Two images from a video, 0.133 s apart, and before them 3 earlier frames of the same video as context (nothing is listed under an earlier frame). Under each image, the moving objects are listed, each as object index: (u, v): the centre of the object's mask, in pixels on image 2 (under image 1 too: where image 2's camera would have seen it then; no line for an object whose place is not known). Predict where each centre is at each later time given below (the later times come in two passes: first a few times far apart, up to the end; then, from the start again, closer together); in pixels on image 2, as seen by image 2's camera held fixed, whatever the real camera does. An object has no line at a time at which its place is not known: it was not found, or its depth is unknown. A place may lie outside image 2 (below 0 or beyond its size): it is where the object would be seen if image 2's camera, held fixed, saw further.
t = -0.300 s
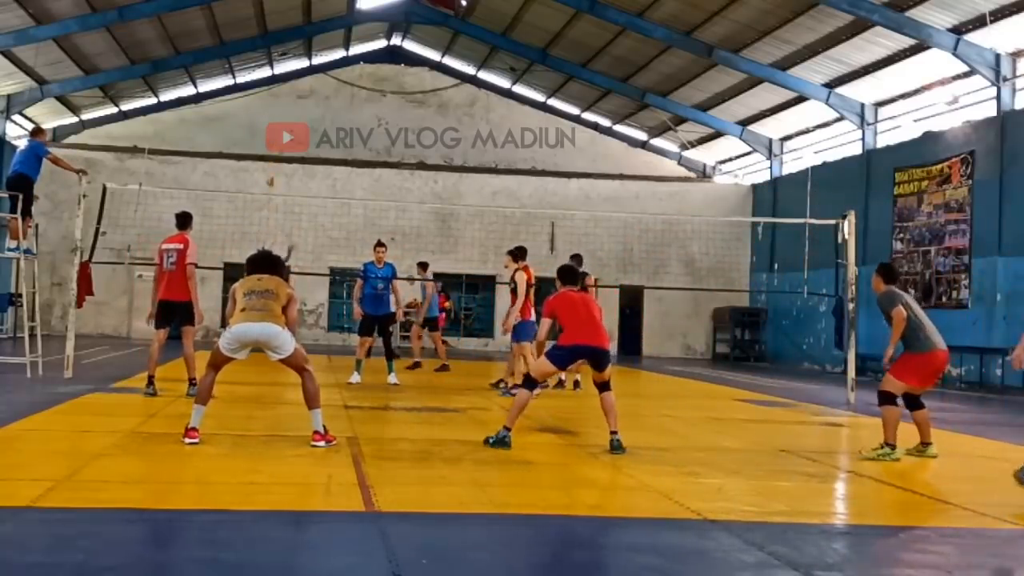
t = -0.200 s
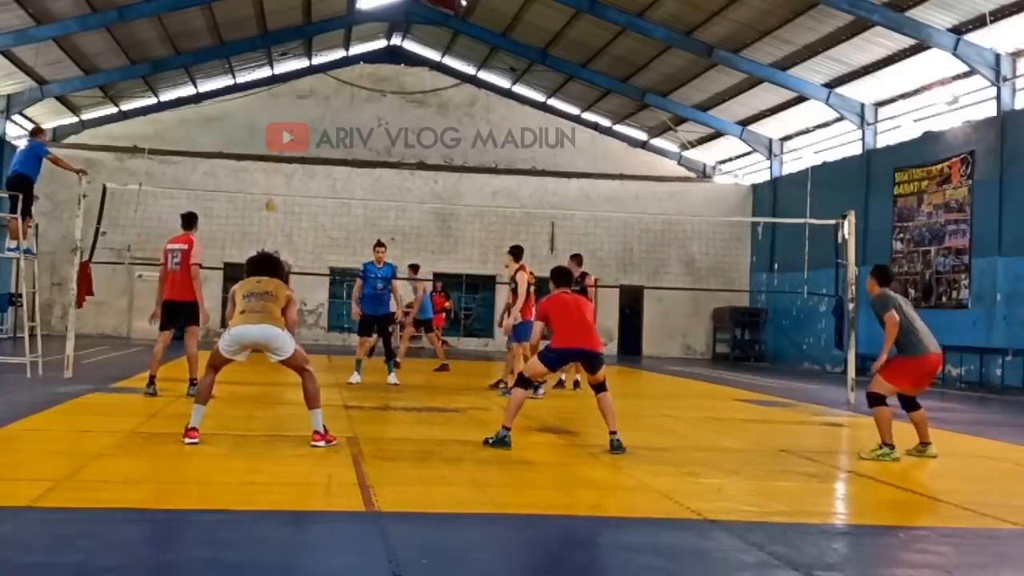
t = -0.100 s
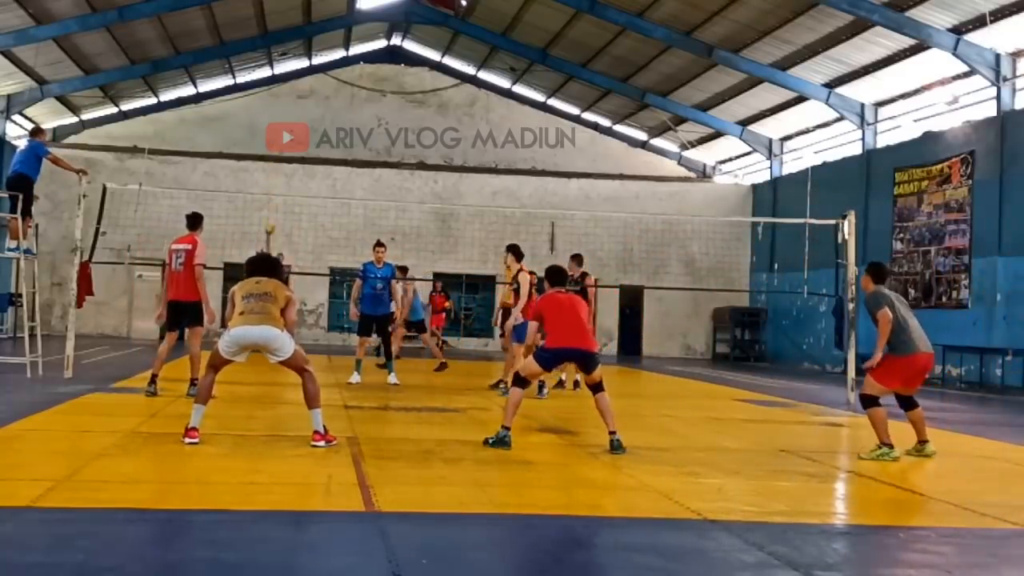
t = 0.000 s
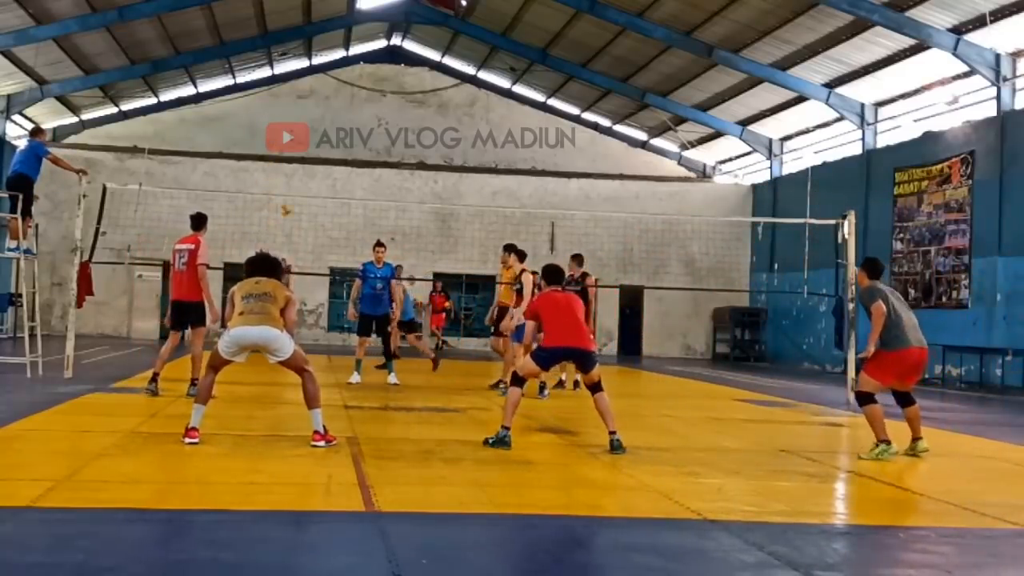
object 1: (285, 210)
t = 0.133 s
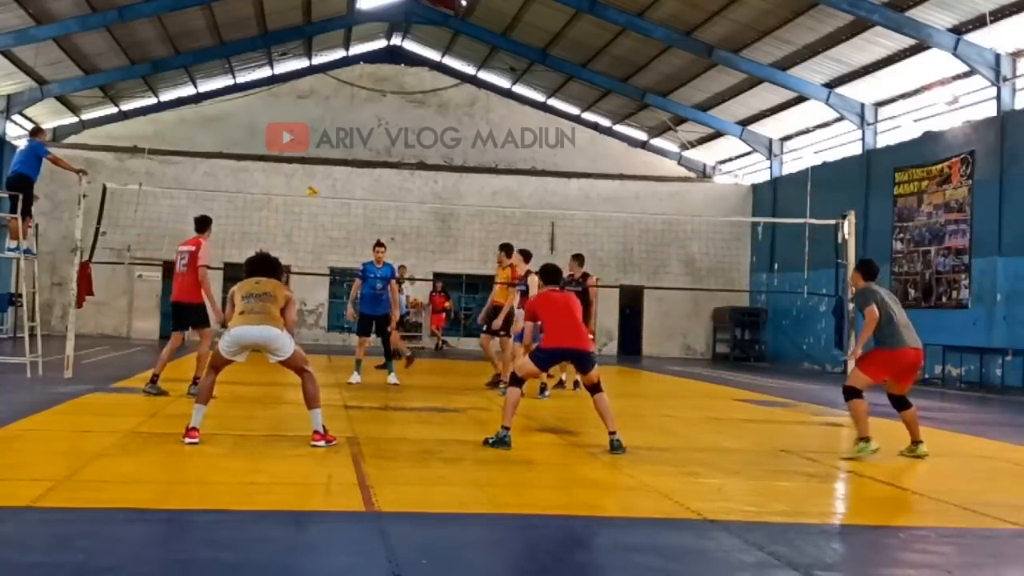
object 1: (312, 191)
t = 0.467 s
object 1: (405, 224)
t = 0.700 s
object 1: (410, 284)
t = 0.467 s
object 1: (405, 224)
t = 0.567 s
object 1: (409, 252)
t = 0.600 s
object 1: (411, 259)
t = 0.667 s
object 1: (412, 278)
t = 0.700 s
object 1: (410, 284)
